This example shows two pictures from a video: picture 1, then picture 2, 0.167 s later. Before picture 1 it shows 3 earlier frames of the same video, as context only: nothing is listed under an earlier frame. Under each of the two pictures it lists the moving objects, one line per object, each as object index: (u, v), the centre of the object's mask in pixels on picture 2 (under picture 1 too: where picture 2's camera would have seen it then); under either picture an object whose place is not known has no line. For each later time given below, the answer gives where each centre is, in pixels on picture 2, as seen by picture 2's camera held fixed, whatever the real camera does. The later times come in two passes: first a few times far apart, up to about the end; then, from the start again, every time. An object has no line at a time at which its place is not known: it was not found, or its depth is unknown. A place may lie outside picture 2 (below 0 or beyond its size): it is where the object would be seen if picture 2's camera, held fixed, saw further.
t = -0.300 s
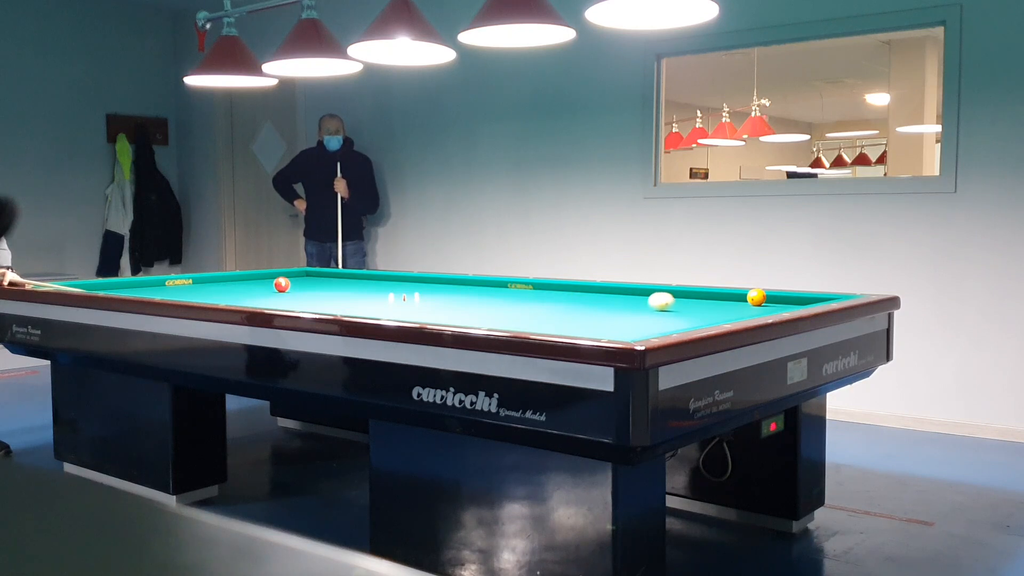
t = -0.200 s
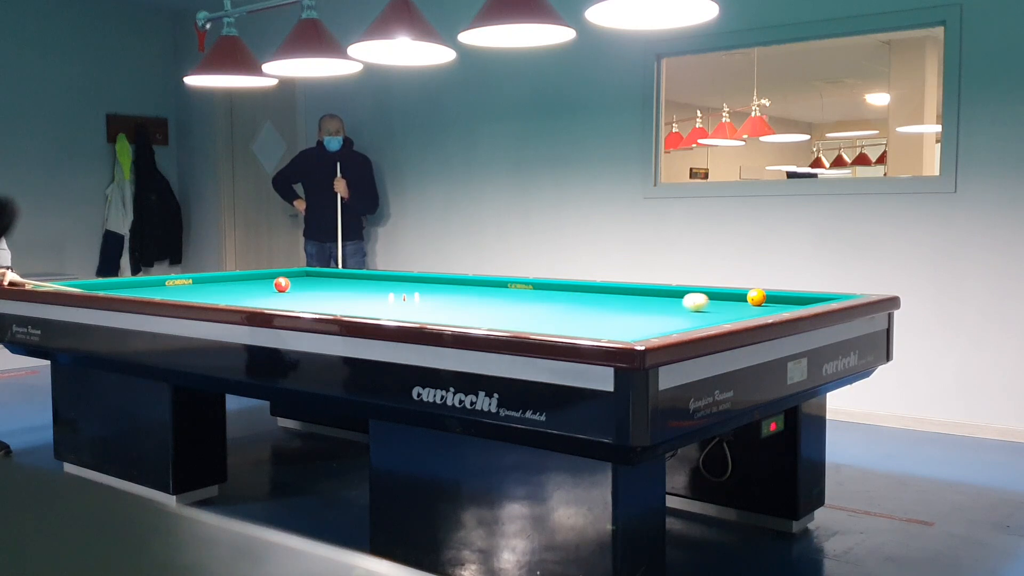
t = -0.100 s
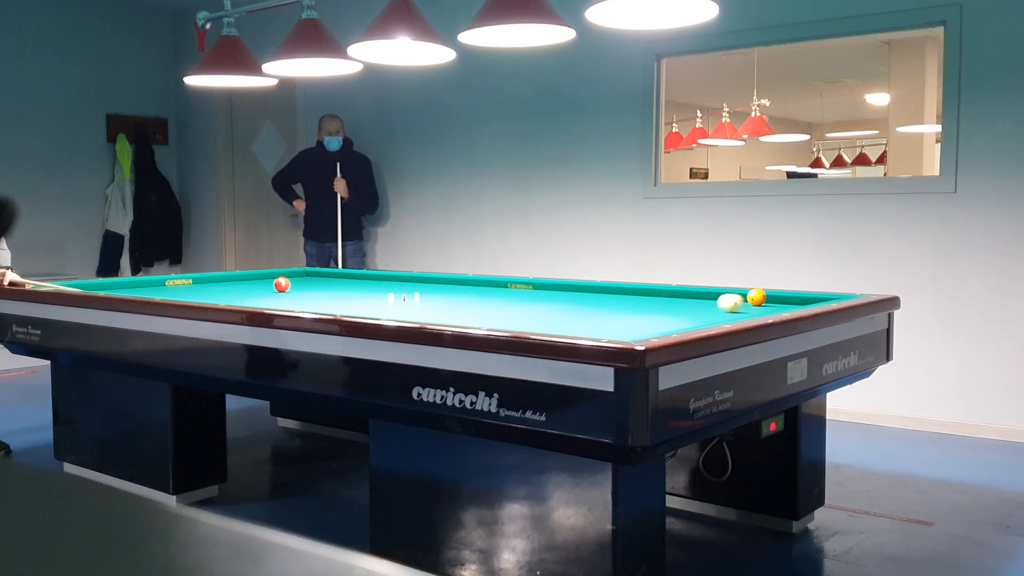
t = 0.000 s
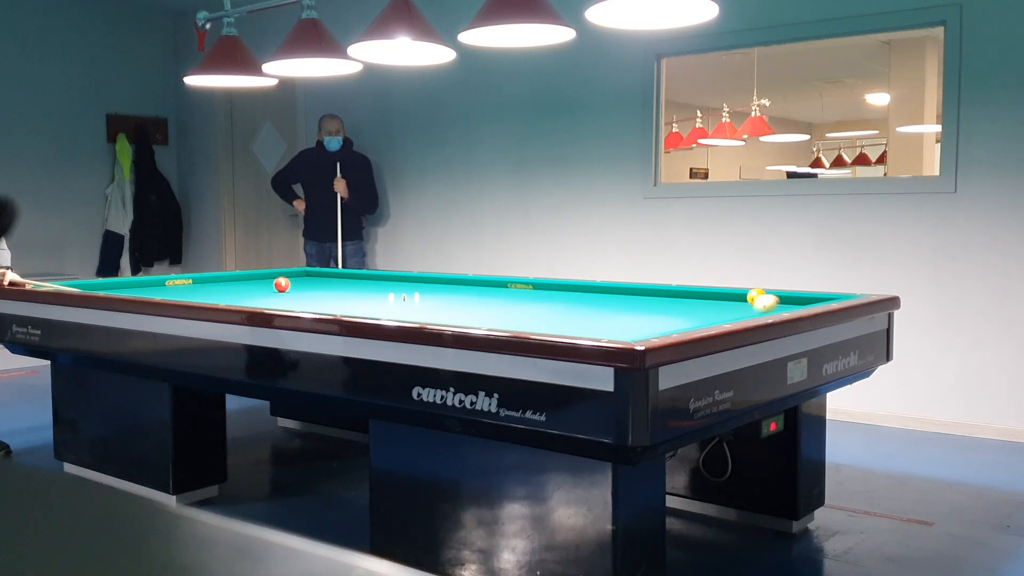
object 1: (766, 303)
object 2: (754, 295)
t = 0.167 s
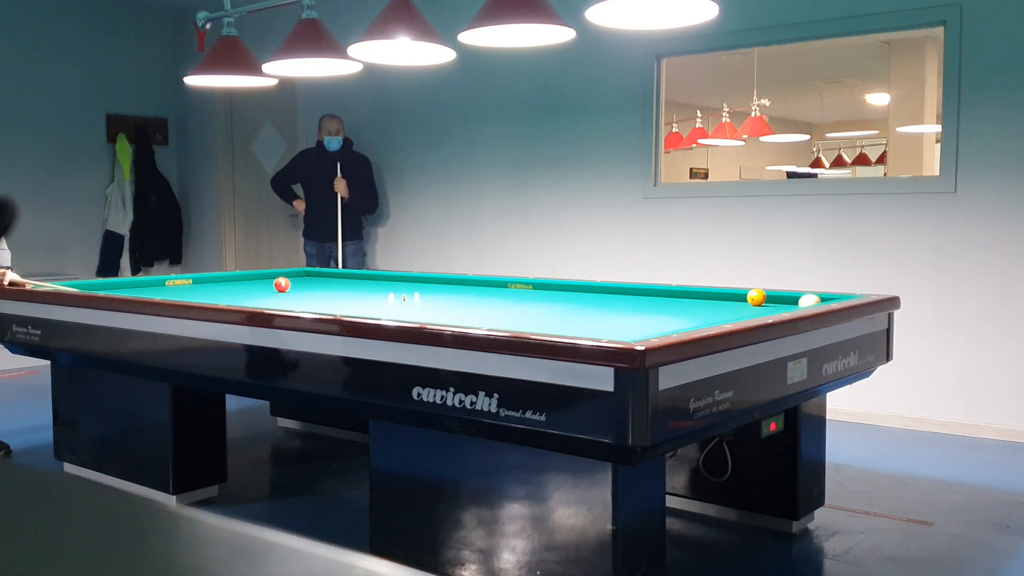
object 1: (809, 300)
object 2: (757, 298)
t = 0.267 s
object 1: (796, 300)
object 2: (756, 295)
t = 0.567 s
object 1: (770, 296)
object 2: (747, 295)
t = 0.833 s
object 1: (752, 295)
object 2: (713, 296)
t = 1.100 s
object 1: (735, 294)
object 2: (680, 297)
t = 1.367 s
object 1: (719, 294)
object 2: (649, 297)
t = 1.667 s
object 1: (703, 293)
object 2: (614, 298)
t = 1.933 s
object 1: (690, 292)
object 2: (584, 298)
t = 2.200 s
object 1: (677, 292)
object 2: (555, 298)
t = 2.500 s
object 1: (665, 291)
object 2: (523, 299)
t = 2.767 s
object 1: (654, 290)
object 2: (495, 299)
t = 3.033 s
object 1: (645, 290)
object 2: (467, 299)
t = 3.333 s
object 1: (636, 290)
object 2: (437, 300)
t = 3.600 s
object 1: (628, 289)
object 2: (412, 300)
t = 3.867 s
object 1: (622, 289)
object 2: (385, 302)
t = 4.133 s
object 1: (616, 289)
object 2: (360, 302)
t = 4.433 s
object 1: (610, 288)
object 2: (333, 302)
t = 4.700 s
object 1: (605, 288)
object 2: (309, 302)
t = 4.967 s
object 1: (602, 288)
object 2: (287, 302)
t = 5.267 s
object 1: (598, 288)
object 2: (272, 303)
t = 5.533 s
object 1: (596, 288)
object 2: (274, 302)
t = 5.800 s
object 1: (594, 288)
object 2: (277, 302)
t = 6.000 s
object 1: (594, 288)
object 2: (278, 302)
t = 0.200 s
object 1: (804, 300)
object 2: (756, 295)
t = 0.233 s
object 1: (799, 300)
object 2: (756, 295)
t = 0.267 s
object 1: (796, 300)
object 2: (756, 295)
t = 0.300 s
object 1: (792, 299)
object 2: (756, 295)
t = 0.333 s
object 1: (789, 299)
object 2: (756, 295)
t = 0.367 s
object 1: (787, 299)
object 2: (756, 296)
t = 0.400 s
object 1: (784, 298)
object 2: (756, 295)
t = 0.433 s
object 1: (781, 297)
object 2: (756, 295)
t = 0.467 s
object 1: (779, 297)
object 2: (756, 295)
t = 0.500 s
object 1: (775, 296)
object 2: (756, 295)
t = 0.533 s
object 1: (771, 296)
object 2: (751, 295)
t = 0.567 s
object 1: (770, 296)
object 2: (747, 295)
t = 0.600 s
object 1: (768, 296)
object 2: (742, 296)
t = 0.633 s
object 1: (765, 296)
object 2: (738, 296)
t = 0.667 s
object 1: (763, 296)
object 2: (733, 296)
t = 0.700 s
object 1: (762, 295)
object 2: (729, 296)
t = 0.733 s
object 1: (760, 295)
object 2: (725, 296)
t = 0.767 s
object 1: (757, 295)
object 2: (721, 296)
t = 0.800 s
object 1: (755, 295)
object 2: (717, 296)
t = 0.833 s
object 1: (752, 295)
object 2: (713, 296)
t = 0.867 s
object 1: (750, 295)
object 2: (709, 296)
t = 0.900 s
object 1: (748, 295)
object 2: (705, 296)
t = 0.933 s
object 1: (746, 294)
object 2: (701, 296)
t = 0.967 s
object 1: (744, 295)
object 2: (696, 296)
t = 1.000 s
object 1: (742, 295)
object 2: (693, 296)
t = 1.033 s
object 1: (739, 295)
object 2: (689, 296)
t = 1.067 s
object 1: (737, 294)
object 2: (685, 296)
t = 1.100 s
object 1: (735, 294)
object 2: (680, 297)
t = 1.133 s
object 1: (733, 294)
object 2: (677, 296)
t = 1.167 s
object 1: (731, 294)
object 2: (672, 297)
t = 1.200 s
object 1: (729, 294)
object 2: (669, 297)
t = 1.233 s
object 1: (727, 294)
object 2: (665, 297)
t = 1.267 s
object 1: (725, 294)
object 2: (661, 297)
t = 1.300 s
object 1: (723, 294)
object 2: (657, 297)
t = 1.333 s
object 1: (721, 294)
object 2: (653, 297)
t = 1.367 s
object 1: (719, 294)
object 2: (649, 297)
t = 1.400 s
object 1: (718, 293)
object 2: (645, 297)
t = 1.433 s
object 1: (716, 293)
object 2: (641, 297)
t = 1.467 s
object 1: (714, 293)
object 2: (637, 297)
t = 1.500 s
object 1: (712, 293)
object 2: (633, 298)
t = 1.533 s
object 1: (710, 293)
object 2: (629, 298)
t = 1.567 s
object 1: (708, 293)
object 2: (626, 298)
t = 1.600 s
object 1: (707, 293)
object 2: (622, 298)
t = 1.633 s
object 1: (705, 293)
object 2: (618, 298)
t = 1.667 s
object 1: (703, 293)
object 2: (614, 298)
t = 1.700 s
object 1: (701, 293)
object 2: (611, 298)
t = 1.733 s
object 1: (700, 293)
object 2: (607, 298)
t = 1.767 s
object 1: (698, 293)
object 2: (603, 298)
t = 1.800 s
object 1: (696, 292)
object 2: (599, 298)
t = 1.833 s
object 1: (694, 292)
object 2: (595, 298)
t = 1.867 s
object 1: (693, 292)
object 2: (592, 298)
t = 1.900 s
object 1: (691, 292)
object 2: (588, 298)
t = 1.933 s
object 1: (690, 292)
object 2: (584, 298)
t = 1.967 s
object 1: (688, 292)
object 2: (581, 298)
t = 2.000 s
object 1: (686, 292)
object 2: (577, 298)
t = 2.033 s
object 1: (685, 292)
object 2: (573, 298)
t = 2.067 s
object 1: (683, 292)
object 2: (569, 299)
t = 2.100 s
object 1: (682, 292)
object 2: (566, 298)
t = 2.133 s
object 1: (680, 292)
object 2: (562, 298)
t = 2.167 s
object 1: (679, 292)
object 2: (559, 298)
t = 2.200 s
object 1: (677, 292)
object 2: (555, 298)
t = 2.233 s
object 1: (676, 292)
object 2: (552, 299)
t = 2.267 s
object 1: (675, 291)
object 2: (548, 299)
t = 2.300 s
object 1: (673, 291)
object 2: (544, 298)
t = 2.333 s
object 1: (672, 291)
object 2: (541, 299)
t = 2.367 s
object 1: (670, 291)
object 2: (537, 299)
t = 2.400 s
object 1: (669, 291)
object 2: (533, 299)
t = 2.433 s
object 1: (667, 291)
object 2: (530, 299)
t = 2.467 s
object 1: (666, 291)
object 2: (526, 299)
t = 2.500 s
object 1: (665, 291)
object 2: (523, 299)
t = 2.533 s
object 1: (664, 291)
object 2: (519, 299)
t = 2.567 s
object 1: (662, 291)
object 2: (516, 299)
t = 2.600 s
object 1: (661, 291)
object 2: (512, 299)
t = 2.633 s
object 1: (660, 291)
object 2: (509, 299)
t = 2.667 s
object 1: (658, 291)
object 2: (505, 299)
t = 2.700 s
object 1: (657, 291)
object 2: (502, 299)
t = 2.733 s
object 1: (656, 291)
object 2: (498, 299)
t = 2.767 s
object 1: (654, 290)
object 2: (495, 299)
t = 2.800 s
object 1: (653, 291)
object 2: (491, 299)
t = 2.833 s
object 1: (652, 290)
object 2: (488, 299)
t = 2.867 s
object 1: (651, 290)
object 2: (484, 299)
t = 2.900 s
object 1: (650, 290)
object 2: (481, 299)
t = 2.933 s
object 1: (649, 290)
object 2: (477, 299)
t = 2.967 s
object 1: (648, 290)
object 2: (474, 299)
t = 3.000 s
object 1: (646, 290)
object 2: (471, 299)
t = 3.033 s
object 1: (645, 290)
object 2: (467, 299)
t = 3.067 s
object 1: (644, 290)
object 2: (464, 300)
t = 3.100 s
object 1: (643, 290)
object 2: (461, 300)
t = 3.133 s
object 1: (642, 290)
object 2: (457, 300)
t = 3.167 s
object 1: (641, 290)
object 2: (454, 299)
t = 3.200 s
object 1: (640, 290)
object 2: (450, 300)
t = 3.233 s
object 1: (639, 290)
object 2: (447, 300)
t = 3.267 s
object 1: (638, 290)
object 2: (444, 300)
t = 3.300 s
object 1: (637, 290)
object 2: (441, 300)
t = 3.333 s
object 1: (636, 290)
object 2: (437, 300)
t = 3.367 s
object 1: (635, 290)
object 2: (434, 300)
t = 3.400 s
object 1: (634, 290)
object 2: (431, 300)
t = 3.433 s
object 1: (633, 290)
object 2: (428, 300)
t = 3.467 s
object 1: (632, 290)
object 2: (425, 300)
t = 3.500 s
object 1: (631, 289)
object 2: (423, 300)
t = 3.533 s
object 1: (630, 289)
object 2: (418, 300)
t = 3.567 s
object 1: (629, 289)
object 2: (415, 300)
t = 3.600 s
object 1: (628, 289)
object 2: (412, 300)
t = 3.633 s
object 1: (627, 289)
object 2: (407, 301)
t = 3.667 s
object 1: (627, 289)
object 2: (404, 301)
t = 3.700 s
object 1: (626, 289)
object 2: (402, 301)
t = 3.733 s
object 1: (625, 289)
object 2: (399, 301)
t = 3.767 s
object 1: (624, 289)
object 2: (395, 301)
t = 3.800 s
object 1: (623, 289)
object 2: (392, 301)
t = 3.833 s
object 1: (622, 289)
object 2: (389, 301)
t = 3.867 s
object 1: (622, 289)
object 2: (385, 302)
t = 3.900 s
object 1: (621, 289)
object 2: (383, 301)
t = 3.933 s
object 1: (620, 289)
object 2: (379, 302)
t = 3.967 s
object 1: (620, 289)
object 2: (376, 302)
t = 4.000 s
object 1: (619, 289)
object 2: (373, 302)
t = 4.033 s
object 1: (618, 289)
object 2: (370, 302)
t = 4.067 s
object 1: (617, 289)
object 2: (366, 302)
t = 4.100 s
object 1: (617, 289)
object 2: (363, 302)
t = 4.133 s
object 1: (616, 289)
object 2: (360, 302)
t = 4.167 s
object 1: (615, 289)
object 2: (357, 302)
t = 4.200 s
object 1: (614, 289)
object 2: (354, 302)
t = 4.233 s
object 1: (614, 289)
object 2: (351, 302)
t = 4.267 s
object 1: (613, 289)
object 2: (348, 302)
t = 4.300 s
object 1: (612, 289)
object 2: (345, 302)
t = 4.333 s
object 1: (612, 289)
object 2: (342, 302)
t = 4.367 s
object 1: (611, 289)
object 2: (339, 302)
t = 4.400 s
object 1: (610, 288)
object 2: (336, 302)
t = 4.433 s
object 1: (610, 288)
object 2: (333, 302)
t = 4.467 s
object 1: (609, 288)
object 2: (330, 302)
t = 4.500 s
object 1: (609, 288)
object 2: (327, 302)
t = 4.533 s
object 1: (608, 288)
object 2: (324, 302)
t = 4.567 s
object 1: (607, 288)
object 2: (321, 302)
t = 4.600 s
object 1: (607, 288)
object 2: (318, 302)
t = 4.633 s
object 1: (607, 288)
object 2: (315, 302)
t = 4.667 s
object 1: (606, 288)
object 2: (312, 302)
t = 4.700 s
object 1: (605, 288)
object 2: (309, 302)
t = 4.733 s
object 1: (605, 288)
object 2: (306, 302)
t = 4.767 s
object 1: (605, 288)
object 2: (304, 302)
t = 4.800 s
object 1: (604, 288)
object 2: (300, 302)
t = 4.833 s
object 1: (603, 288)
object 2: (298, 302)
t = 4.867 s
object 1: (603, 288)
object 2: (295, 302)
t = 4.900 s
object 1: (602, 288)
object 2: (292, 302)
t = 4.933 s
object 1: (602, 288)
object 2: (289, 302)
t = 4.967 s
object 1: (602, 288)
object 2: (287, 302)
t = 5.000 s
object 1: (601, 288)
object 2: (283, 302)
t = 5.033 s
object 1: (601, 288)
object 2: (281, 302)
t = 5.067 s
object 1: (600, 288)
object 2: (278, 302)
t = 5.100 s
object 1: (600, 288)
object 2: (275, 302)
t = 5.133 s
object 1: (599, 288)
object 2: (272, 302)
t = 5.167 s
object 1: (599, 288)
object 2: (272, 303)
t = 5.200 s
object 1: (599, 288)
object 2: (272, 303)
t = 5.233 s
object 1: (598, 288)
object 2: (272, 302)
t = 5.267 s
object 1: (598, 288)
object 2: (272, 303)
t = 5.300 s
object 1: (598, 288)
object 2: (272, 302)
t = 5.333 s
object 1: (598, 288)
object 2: (272, 302)
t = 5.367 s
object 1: (597, 288)
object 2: (273, 303)
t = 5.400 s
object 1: (597, 288)
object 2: (273, 303)
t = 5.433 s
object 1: (596, 288)
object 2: (273, 302)
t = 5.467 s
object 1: (596, 288)
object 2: (274, 302)
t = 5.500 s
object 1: (596, 288)
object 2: (274, 302)
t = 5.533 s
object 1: (596, 288)
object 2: (274, 302)
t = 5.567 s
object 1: (595, 288)
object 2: (275, 302)
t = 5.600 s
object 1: (595, 288)
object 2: (275, 302)
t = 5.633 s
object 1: (595, 288)
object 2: (275, 302)
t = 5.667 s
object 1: (595, 288)
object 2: (276, 302)
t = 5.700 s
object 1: (595, 288)
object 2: (276, 302)
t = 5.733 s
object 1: (594, 288)
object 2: (276, 302)
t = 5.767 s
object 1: (594, 288)
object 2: (276, 302)
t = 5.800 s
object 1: (594, 288)
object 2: (277, 302)
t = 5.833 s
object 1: (594, 288)
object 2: (277, 302)
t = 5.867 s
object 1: (594, 288)
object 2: (277, 302)
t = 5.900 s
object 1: (594, 288)
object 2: (277, 302)
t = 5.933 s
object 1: (594, 288)
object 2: (277, 302)
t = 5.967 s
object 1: (594, 288)
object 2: (277, 302)
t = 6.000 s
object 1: (594, 288)
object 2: (278, 302)
